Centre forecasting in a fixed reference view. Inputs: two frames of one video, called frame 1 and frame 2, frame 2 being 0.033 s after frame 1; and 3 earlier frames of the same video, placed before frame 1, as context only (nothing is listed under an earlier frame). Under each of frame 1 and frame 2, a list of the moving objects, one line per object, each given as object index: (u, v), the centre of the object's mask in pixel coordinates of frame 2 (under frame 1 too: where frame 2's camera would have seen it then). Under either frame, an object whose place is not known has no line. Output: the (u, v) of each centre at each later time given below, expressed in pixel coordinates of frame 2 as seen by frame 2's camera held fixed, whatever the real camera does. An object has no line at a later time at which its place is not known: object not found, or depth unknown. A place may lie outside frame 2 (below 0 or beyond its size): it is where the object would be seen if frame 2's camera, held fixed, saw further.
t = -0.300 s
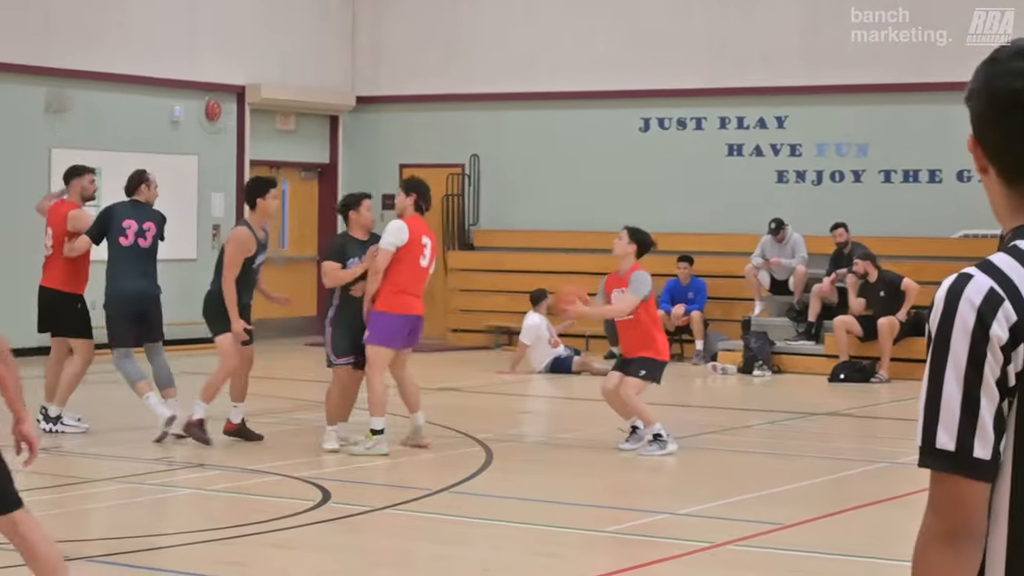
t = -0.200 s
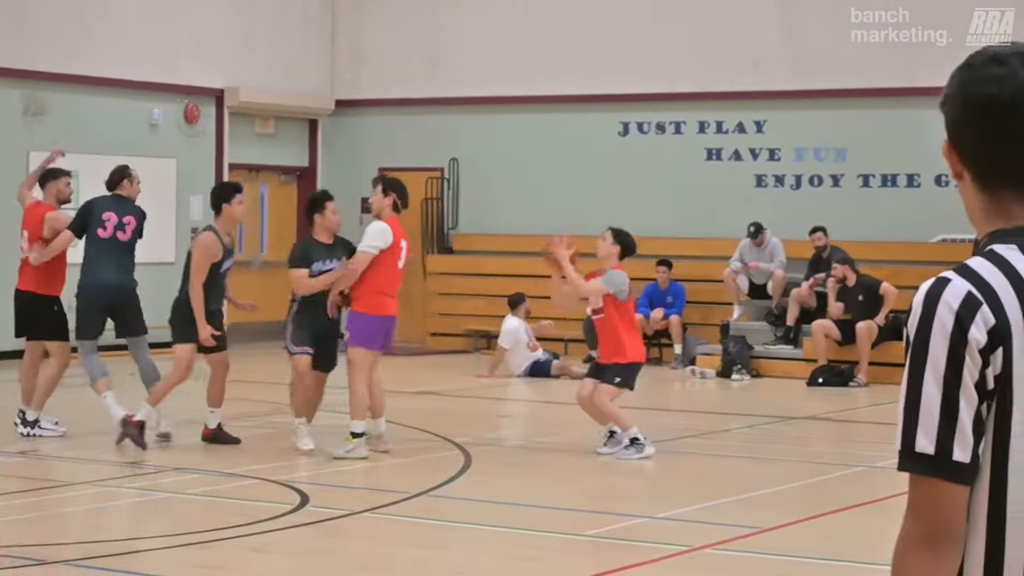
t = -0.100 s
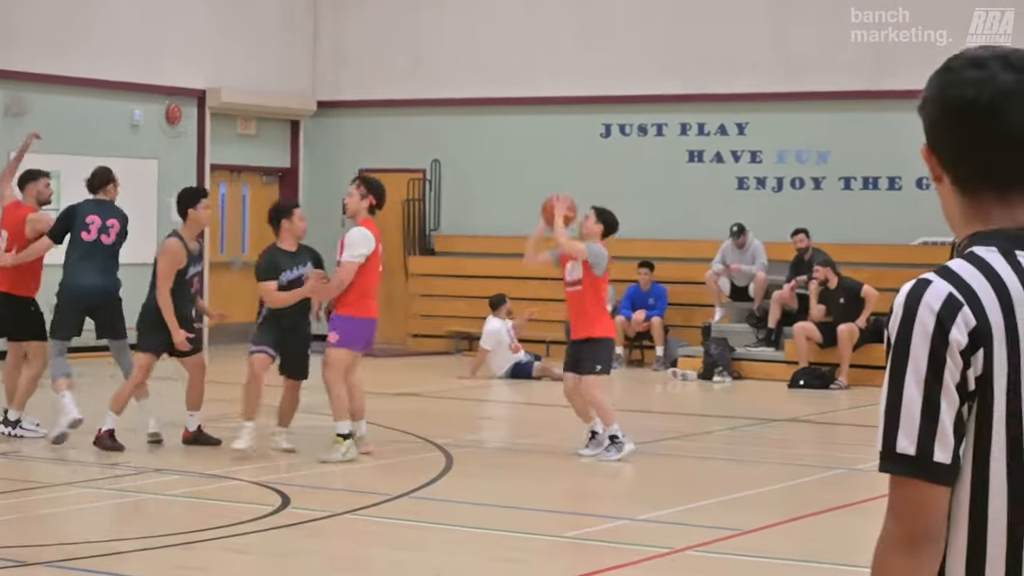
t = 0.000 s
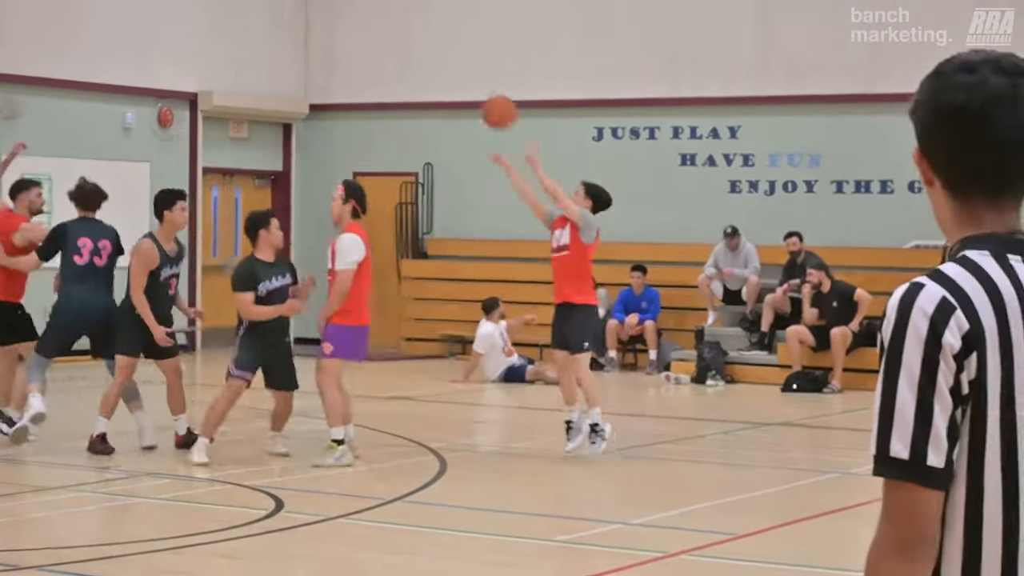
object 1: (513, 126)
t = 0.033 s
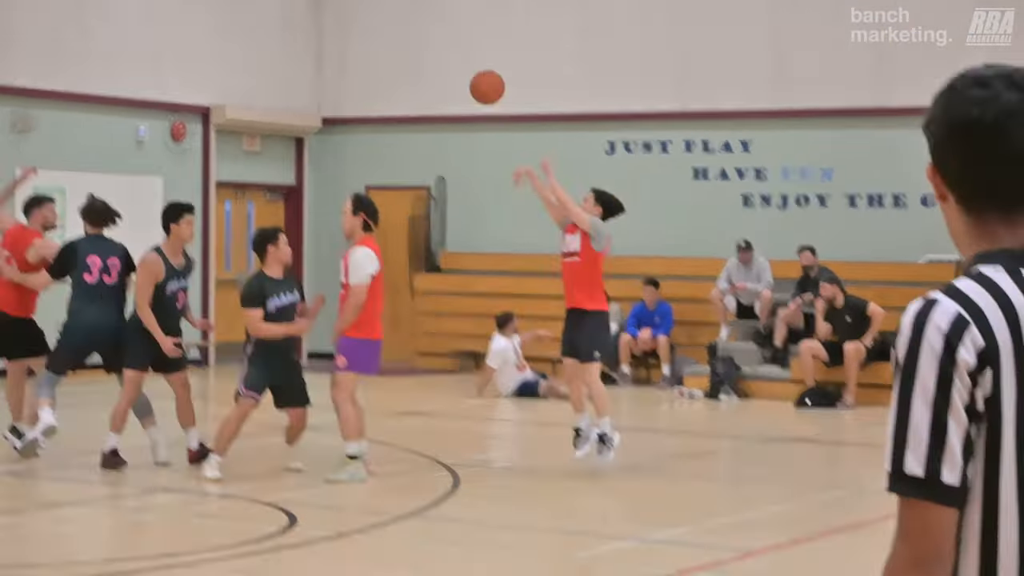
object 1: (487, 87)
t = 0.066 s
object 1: (462, 50)
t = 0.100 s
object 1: (438, 14)
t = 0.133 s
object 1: (413, -20)
